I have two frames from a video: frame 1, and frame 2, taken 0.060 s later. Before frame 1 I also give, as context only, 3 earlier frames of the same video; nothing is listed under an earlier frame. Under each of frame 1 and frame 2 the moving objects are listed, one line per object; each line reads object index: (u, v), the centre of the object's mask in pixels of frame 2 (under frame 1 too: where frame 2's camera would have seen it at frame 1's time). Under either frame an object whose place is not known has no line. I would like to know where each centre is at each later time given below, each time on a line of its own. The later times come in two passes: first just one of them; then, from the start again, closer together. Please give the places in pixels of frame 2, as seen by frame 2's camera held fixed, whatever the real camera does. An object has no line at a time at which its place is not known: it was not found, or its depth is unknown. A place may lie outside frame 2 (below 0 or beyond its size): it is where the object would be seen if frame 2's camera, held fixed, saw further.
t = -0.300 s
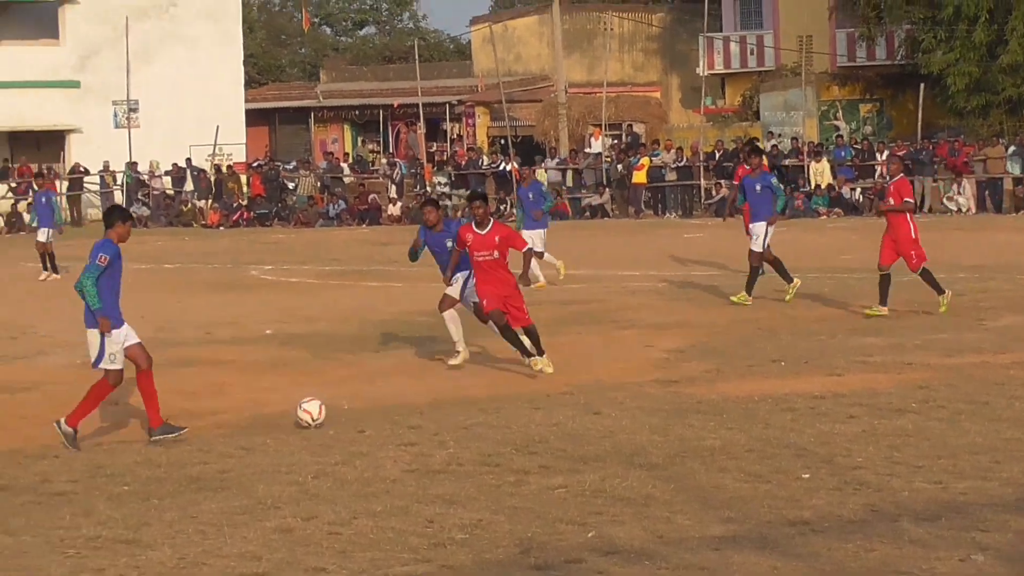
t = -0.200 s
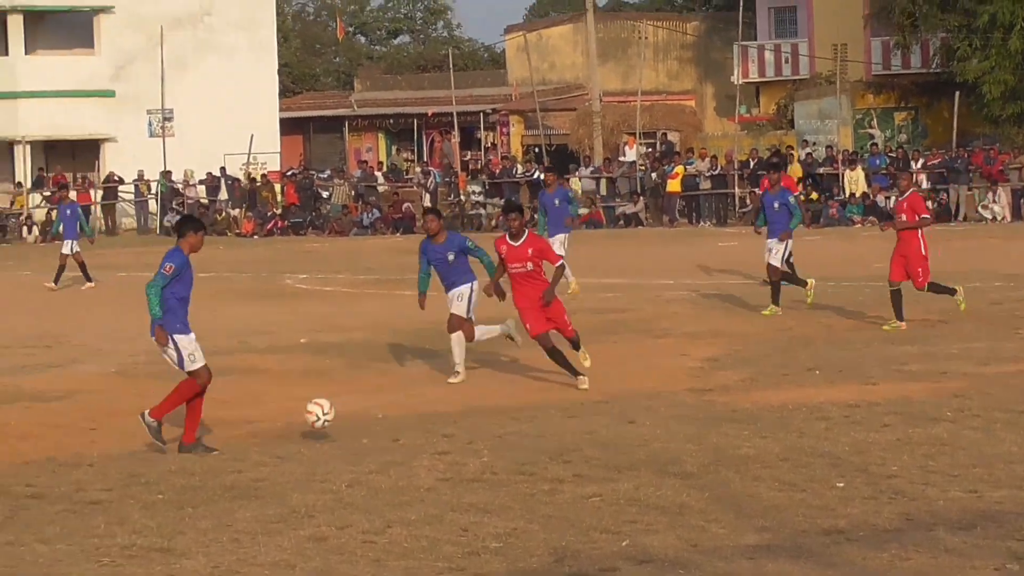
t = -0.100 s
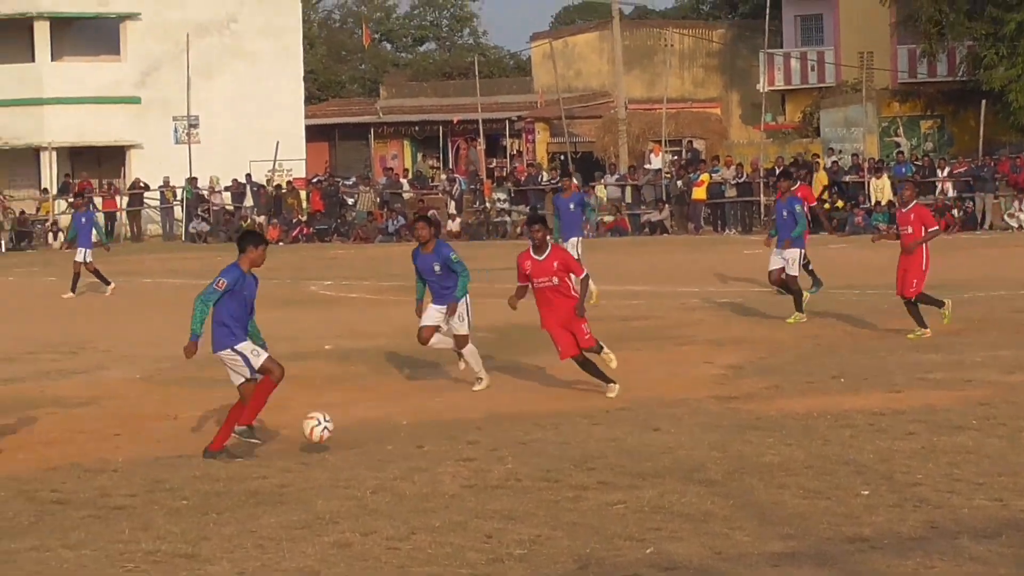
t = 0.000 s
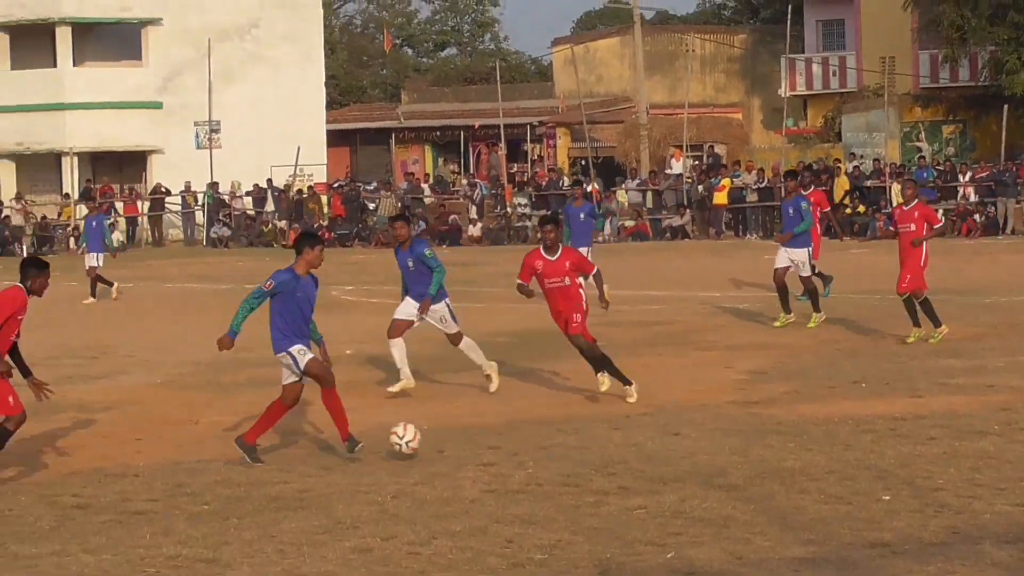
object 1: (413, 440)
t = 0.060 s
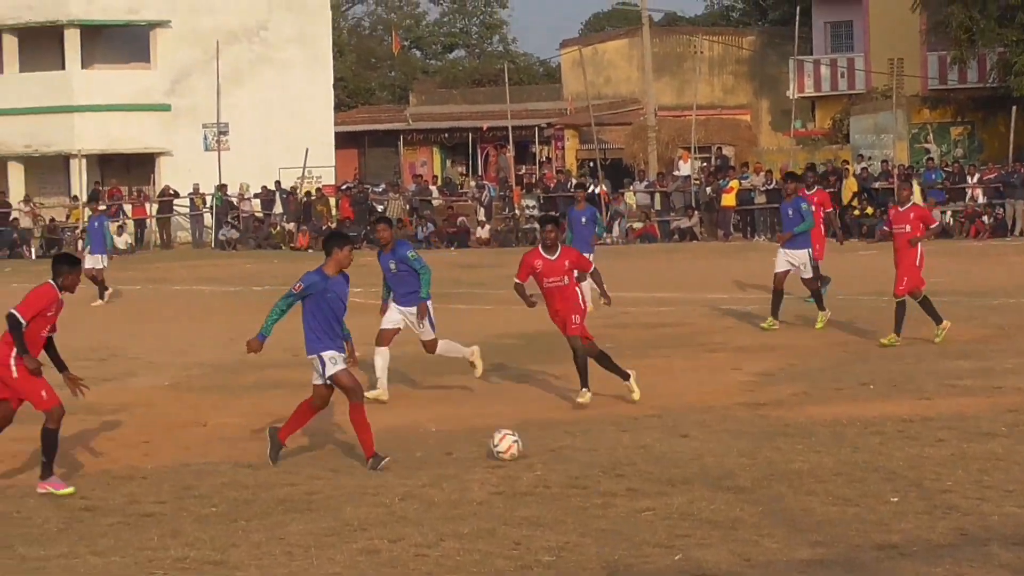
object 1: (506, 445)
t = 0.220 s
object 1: (702, 420)
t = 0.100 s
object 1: (560, 441)
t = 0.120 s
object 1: (583, 436)
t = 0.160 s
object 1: (631, 428)
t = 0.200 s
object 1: (678, 422)
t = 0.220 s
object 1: (702, 420)
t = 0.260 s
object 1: (750, 418)
